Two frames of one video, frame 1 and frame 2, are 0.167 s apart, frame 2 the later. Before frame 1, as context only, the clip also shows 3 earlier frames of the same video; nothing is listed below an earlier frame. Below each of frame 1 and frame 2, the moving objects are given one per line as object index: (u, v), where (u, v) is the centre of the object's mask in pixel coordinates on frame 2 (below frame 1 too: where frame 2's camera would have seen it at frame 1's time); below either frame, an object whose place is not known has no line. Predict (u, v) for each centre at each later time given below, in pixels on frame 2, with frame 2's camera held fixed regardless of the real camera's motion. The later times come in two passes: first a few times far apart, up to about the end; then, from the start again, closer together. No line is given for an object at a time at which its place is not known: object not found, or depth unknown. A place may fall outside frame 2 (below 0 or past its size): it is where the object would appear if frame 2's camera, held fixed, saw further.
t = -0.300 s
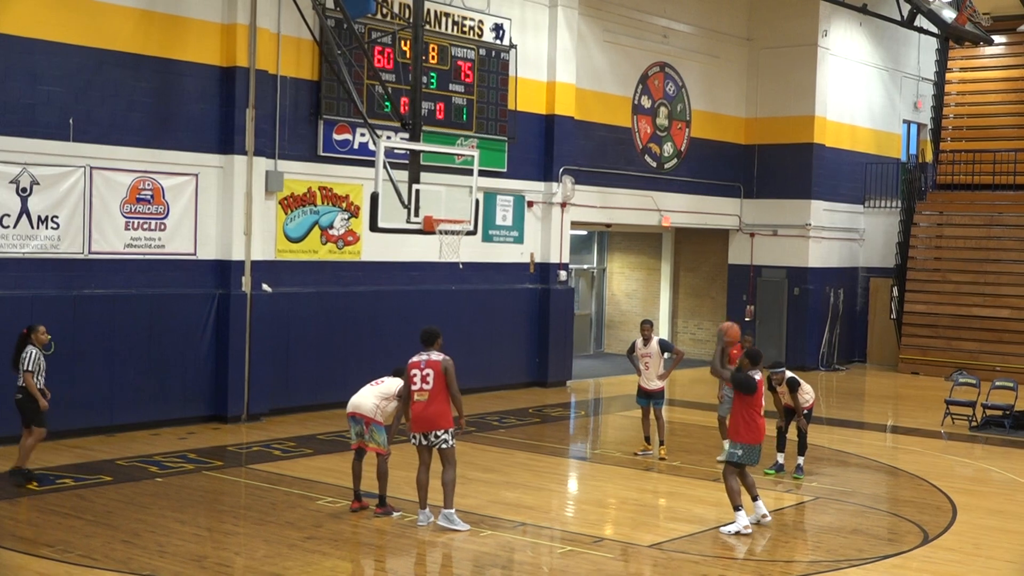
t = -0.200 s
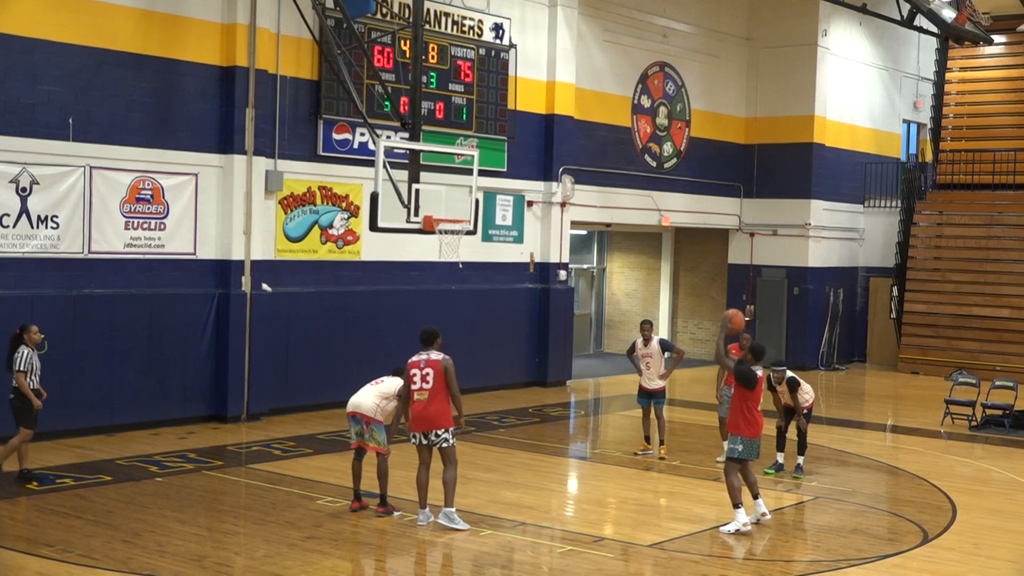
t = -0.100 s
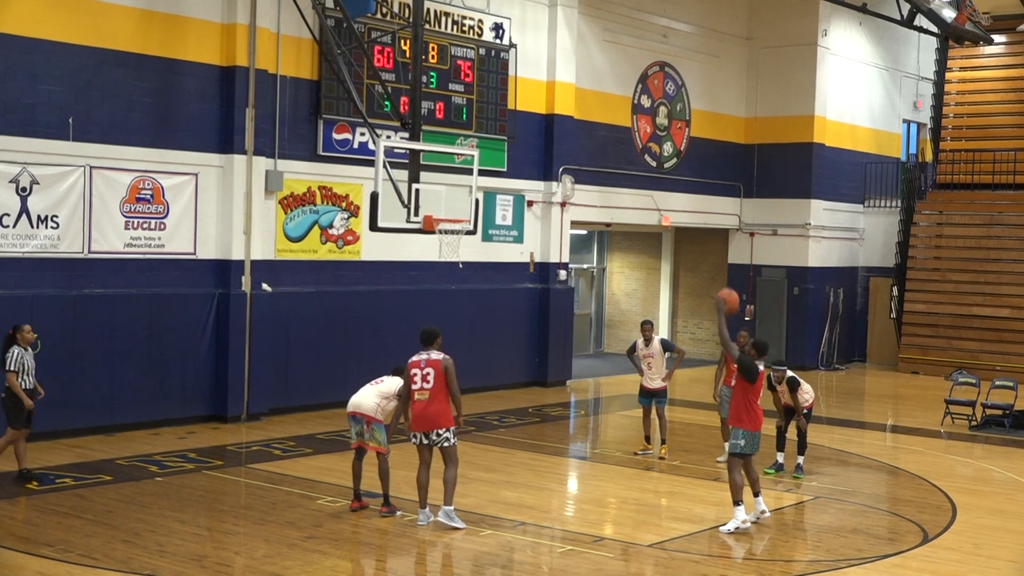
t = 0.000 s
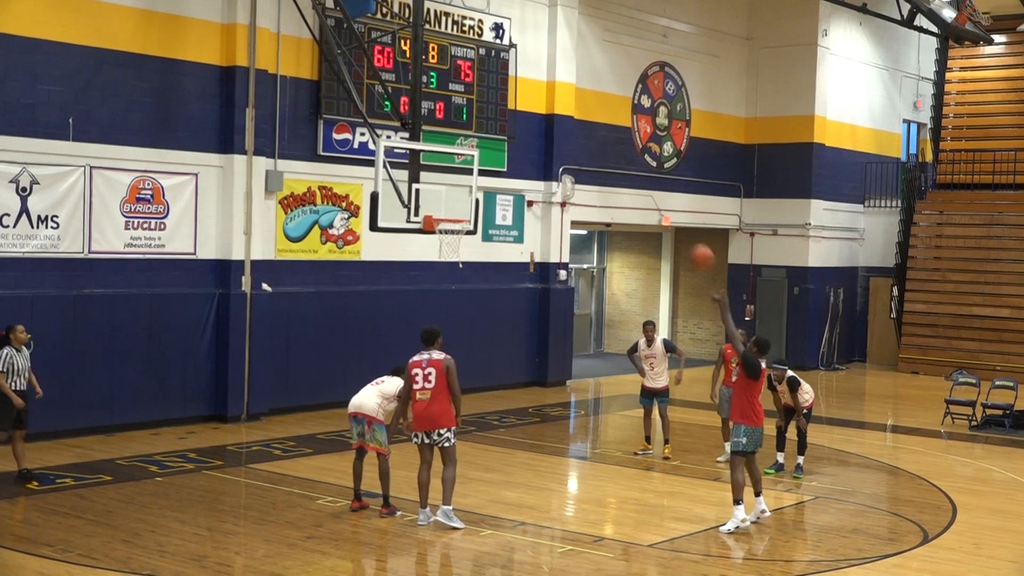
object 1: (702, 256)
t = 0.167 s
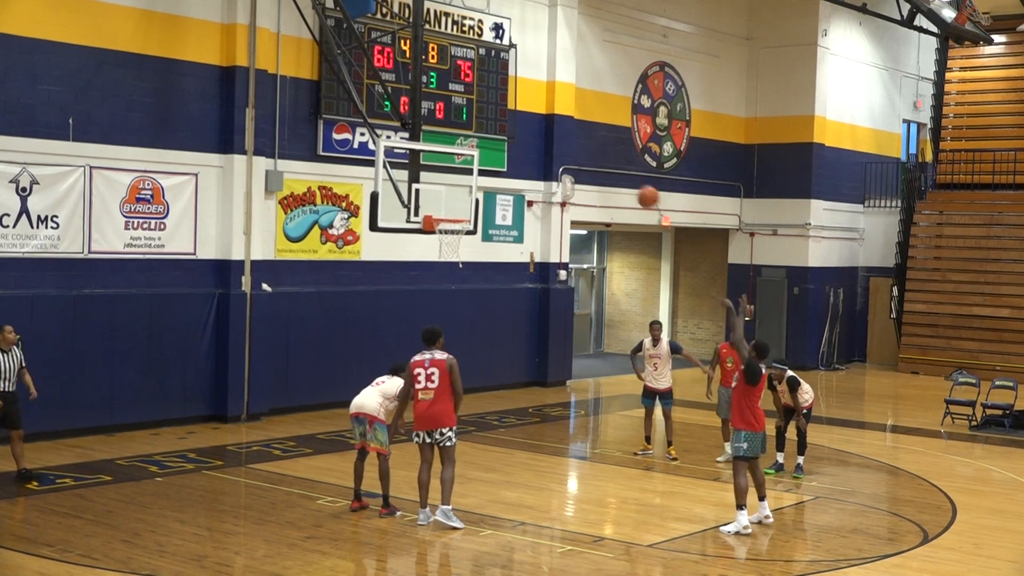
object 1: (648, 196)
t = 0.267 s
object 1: (618, 175)
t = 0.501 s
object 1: (550, 158)
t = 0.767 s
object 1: (479, 193)
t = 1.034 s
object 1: (428, 251)
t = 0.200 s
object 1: (637, 188)
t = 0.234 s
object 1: (628, 181)
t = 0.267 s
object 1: (618, 175)
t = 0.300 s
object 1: (608, 169)
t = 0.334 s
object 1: (598, 165)
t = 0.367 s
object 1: (588, 161)
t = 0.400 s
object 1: (579, 159)
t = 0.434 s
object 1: (569, 158)
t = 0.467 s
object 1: (560, 157)
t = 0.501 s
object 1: (550, 158)
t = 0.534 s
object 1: (541, 159)
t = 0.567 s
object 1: (532, 161)
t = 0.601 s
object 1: (523, 164)
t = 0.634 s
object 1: (515, 168)
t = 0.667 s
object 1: (505, 173)
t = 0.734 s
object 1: (487, 186)
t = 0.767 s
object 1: (479, 193)
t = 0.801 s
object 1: (470, 201)
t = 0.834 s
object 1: (462, 210)
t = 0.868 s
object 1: (454, 219)
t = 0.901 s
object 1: (446, 230)
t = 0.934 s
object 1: (439, 238)
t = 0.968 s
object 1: (435, 241)
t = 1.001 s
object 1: (432, 246)
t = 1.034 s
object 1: (428, 251)
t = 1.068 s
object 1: (425, 257)
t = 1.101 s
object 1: (422, 264)
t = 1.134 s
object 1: (418, 271)
